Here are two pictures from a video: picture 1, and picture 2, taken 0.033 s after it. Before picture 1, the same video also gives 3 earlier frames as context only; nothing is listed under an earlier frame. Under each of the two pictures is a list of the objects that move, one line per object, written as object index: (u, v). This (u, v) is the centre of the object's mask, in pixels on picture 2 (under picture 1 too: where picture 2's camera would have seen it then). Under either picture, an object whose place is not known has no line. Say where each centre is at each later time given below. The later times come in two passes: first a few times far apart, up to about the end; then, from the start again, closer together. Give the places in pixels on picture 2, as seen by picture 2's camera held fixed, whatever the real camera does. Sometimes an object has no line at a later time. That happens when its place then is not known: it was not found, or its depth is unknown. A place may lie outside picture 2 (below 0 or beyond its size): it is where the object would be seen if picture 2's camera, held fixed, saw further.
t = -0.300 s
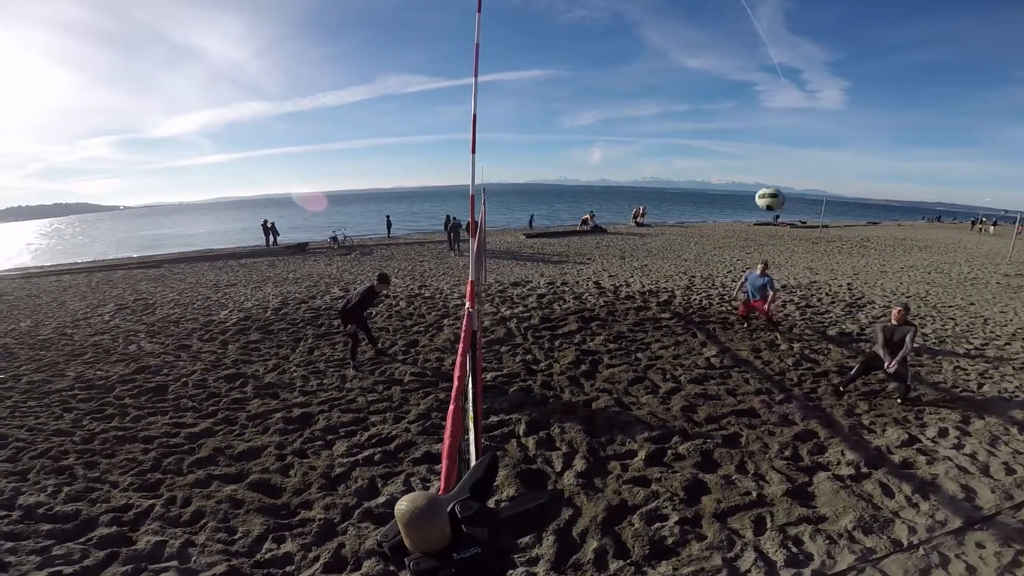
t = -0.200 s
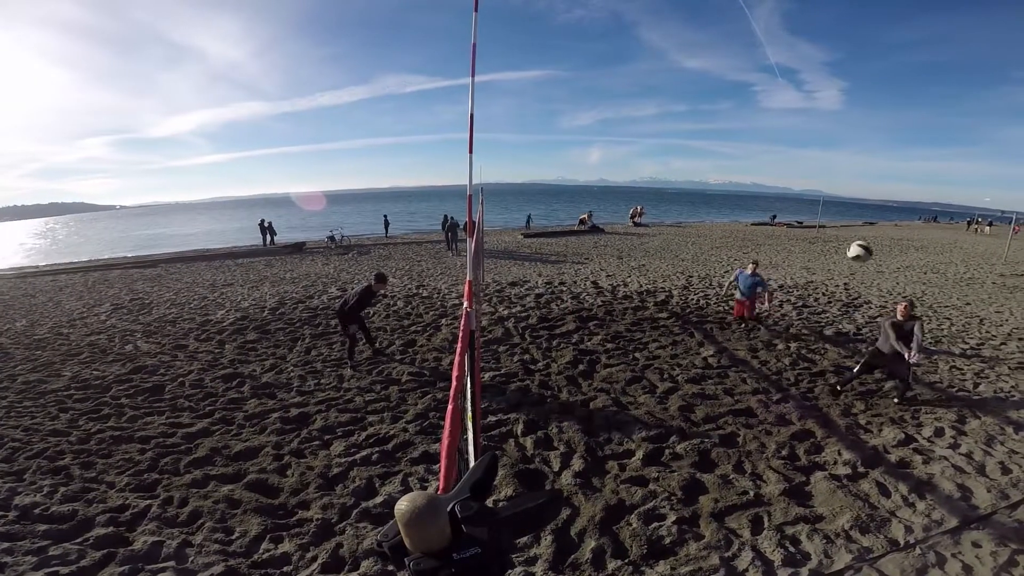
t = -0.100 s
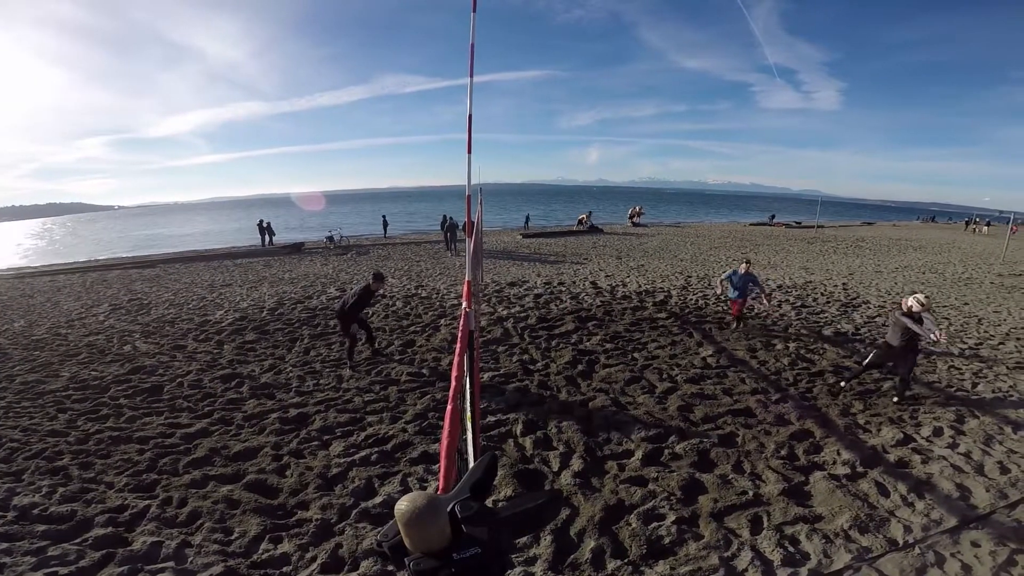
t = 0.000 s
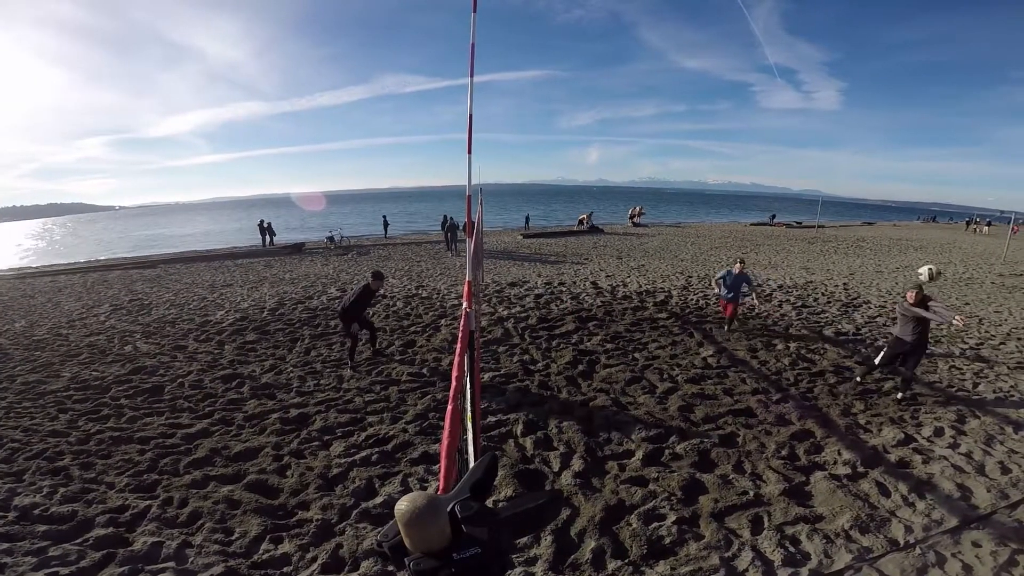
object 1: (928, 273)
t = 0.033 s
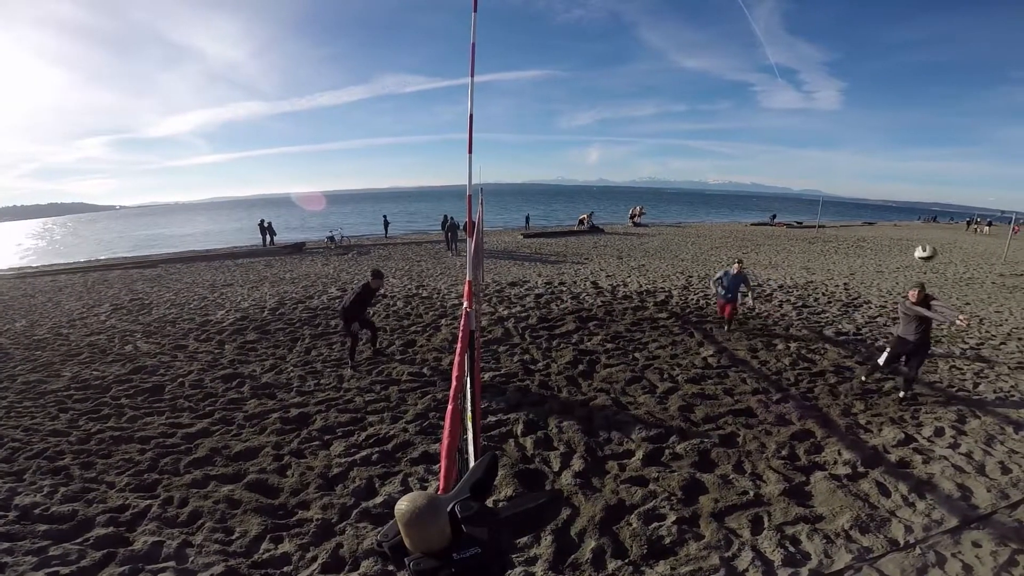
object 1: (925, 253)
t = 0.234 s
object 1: (887, 165)
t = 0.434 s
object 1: (845, 121)
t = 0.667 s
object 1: (804, 106)
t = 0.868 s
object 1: (775, 118)
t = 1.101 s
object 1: (746, 152)
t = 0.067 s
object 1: (920, 235)
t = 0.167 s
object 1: (901, 188)
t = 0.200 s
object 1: (894, 176)
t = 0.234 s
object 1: (887, 165)
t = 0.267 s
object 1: (879, 155)
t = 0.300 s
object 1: (872, 146)
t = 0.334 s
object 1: (865, 138)
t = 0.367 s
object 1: (858, 131)
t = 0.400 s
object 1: (852, 125)
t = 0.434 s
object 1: (845, 121)
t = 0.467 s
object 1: (839, 116)
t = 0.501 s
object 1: (832, 113)
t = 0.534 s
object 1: (826, 111)
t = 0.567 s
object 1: (820, 109)
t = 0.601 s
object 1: (815, 107)
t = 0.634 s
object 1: (810, 107)
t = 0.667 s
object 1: (804, 106)
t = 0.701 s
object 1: (799, 107)
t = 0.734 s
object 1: (794, 108)
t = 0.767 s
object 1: (789, 110)
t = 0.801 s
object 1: (784, 112)
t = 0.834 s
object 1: (779, 114)
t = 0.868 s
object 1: (775, 118)
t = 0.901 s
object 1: (770, 121)
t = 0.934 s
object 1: (766, 125)
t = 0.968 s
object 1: (762, 130)
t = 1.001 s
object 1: (758, 135)
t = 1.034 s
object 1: (753, 140)
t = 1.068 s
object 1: (749, 146)
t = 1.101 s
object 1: (746, 152)
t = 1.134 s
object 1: (741, 158)
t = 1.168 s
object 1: (737, 166)
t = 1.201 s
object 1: (734, 173)
